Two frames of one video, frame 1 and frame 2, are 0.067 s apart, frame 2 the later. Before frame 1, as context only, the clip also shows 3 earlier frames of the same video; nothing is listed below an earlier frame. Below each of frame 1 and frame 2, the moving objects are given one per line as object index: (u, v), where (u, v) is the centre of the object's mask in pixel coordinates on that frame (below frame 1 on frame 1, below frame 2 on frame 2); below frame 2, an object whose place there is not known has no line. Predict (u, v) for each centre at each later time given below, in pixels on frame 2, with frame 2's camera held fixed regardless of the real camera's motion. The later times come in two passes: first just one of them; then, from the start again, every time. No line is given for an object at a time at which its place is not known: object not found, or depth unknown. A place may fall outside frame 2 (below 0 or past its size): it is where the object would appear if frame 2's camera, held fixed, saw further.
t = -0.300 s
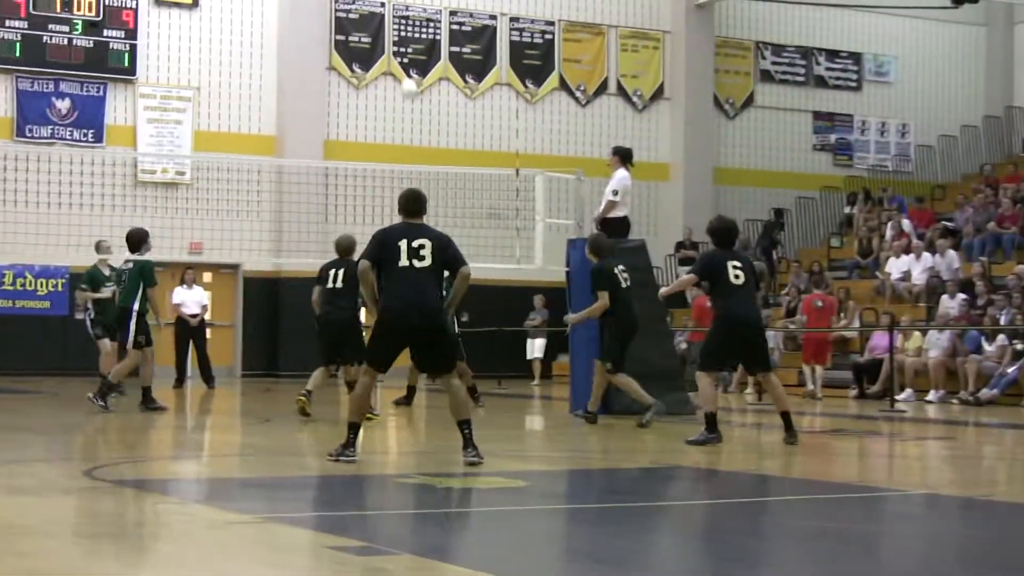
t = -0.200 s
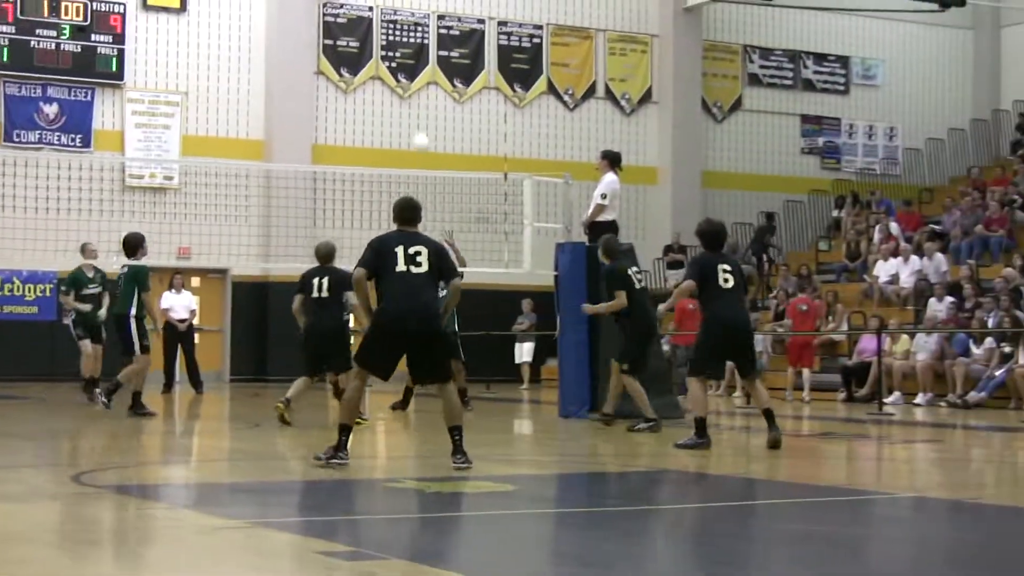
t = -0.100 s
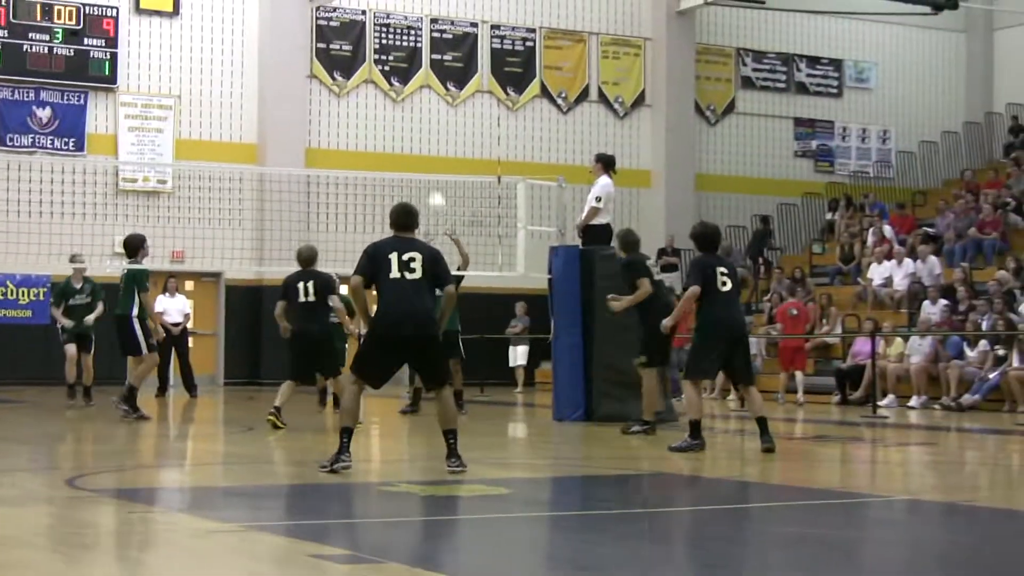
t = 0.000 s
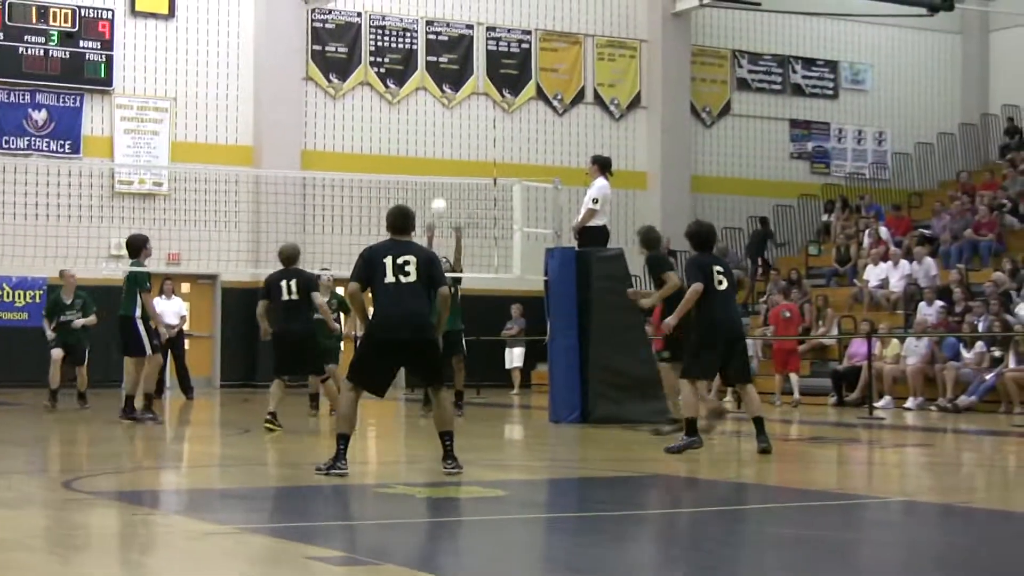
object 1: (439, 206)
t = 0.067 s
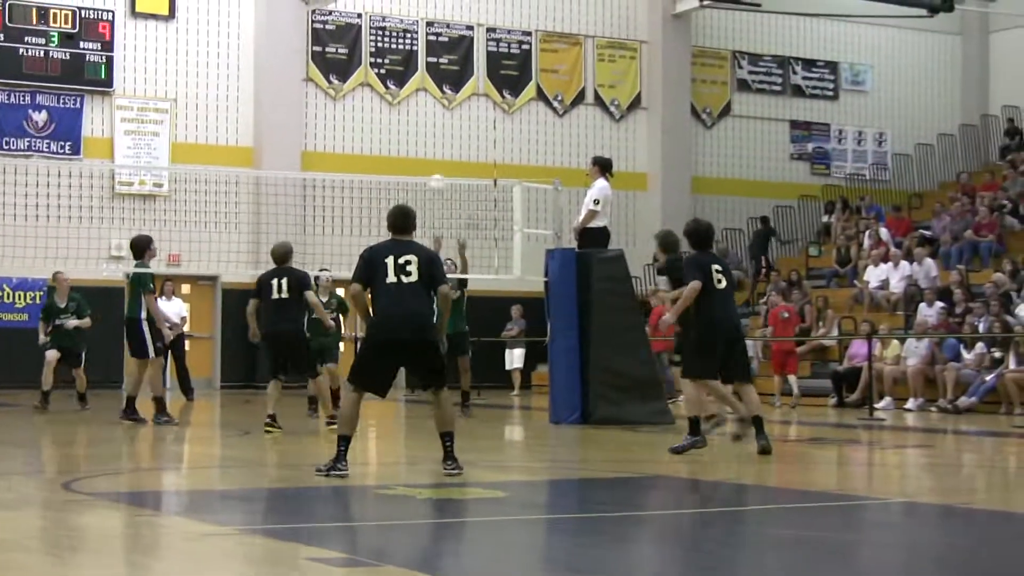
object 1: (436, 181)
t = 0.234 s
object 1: (438, 135)
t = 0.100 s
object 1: (436, 170)
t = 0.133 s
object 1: (436, 161)
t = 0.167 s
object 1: (436, 151)
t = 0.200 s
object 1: (437, 144)
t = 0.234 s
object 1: (438, 135)
